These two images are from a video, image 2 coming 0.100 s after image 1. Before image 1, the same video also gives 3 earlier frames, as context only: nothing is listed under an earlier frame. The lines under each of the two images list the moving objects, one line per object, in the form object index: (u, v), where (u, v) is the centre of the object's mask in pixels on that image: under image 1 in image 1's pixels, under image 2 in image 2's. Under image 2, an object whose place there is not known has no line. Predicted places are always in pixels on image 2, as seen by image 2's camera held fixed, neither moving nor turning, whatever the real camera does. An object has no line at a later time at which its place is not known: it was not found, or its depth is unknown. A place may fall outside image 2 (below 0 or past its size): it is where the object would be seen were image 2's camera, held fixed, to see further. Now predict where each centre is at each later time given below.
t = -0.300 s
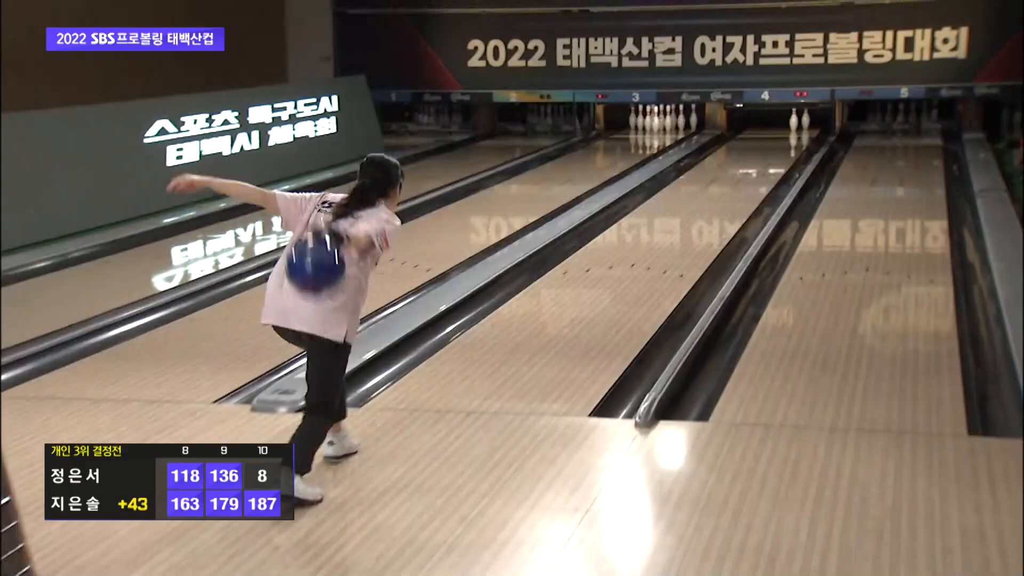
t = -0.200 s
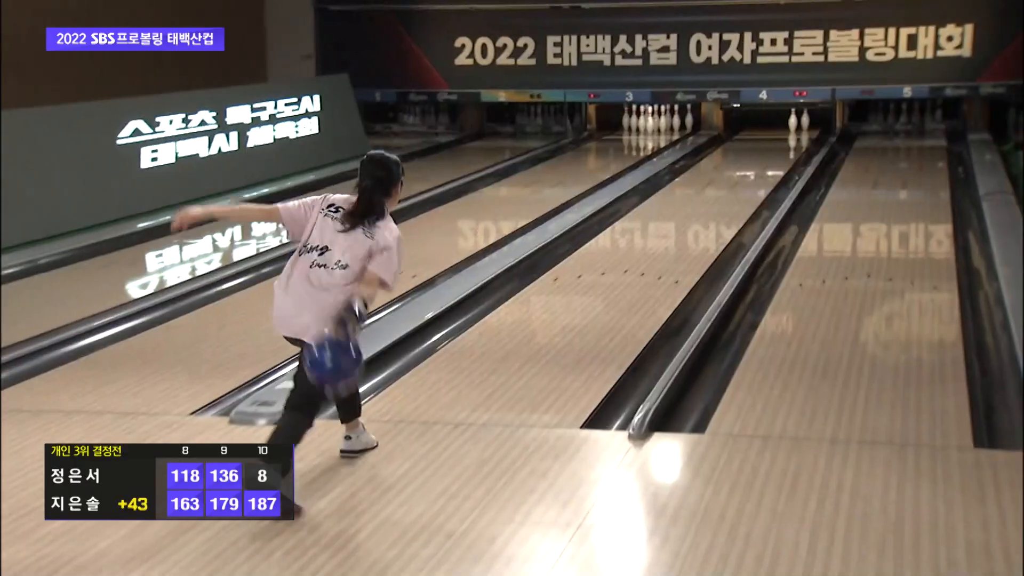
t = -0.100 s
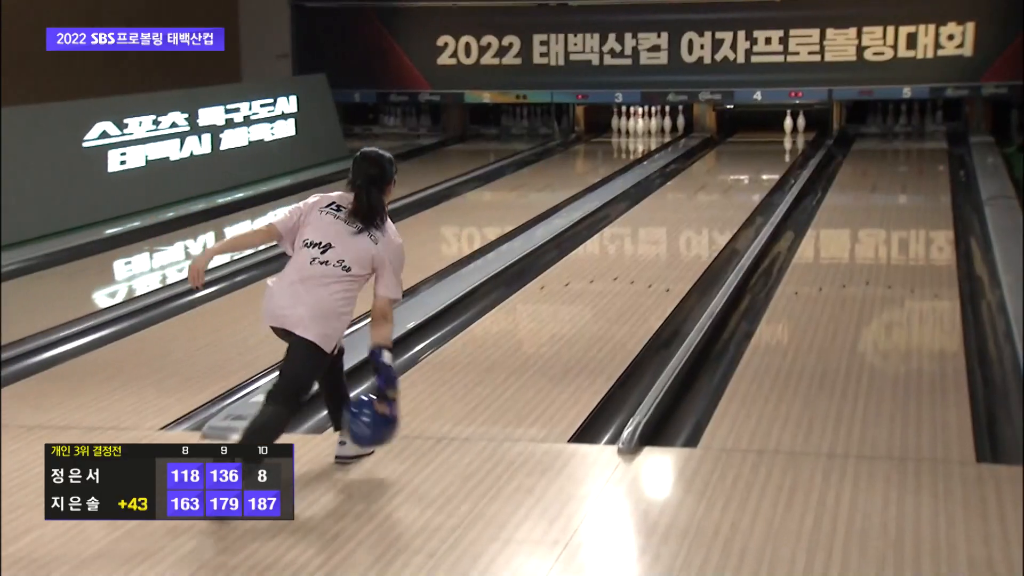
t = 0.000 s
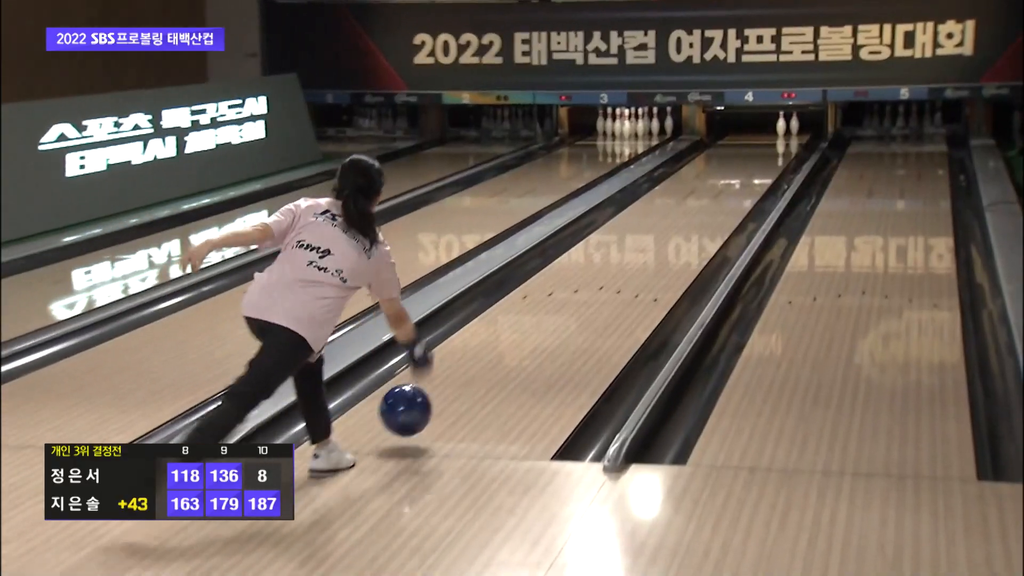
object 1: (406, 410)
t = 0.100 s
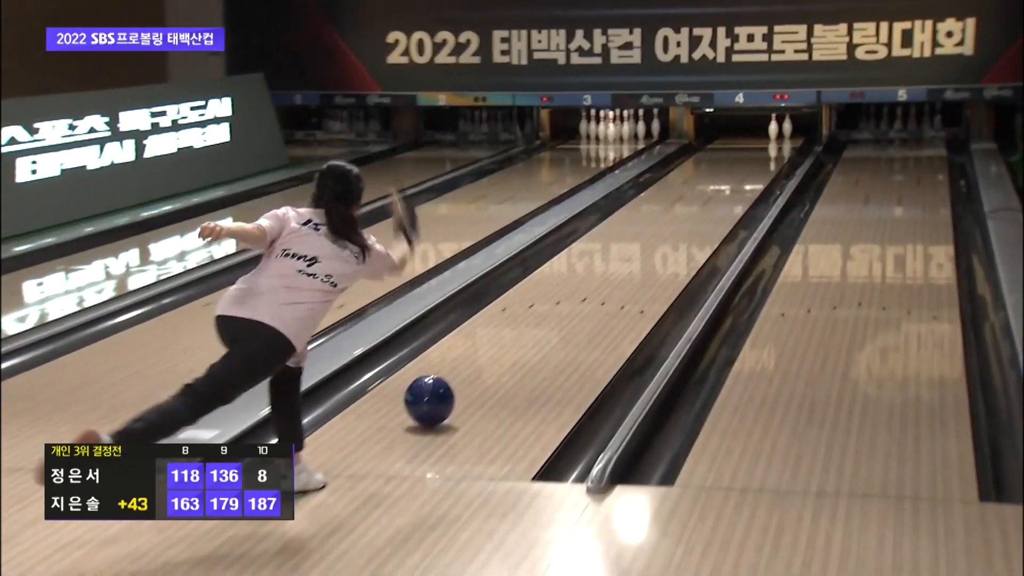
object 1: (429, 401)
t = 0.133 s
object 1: (445, 389)
